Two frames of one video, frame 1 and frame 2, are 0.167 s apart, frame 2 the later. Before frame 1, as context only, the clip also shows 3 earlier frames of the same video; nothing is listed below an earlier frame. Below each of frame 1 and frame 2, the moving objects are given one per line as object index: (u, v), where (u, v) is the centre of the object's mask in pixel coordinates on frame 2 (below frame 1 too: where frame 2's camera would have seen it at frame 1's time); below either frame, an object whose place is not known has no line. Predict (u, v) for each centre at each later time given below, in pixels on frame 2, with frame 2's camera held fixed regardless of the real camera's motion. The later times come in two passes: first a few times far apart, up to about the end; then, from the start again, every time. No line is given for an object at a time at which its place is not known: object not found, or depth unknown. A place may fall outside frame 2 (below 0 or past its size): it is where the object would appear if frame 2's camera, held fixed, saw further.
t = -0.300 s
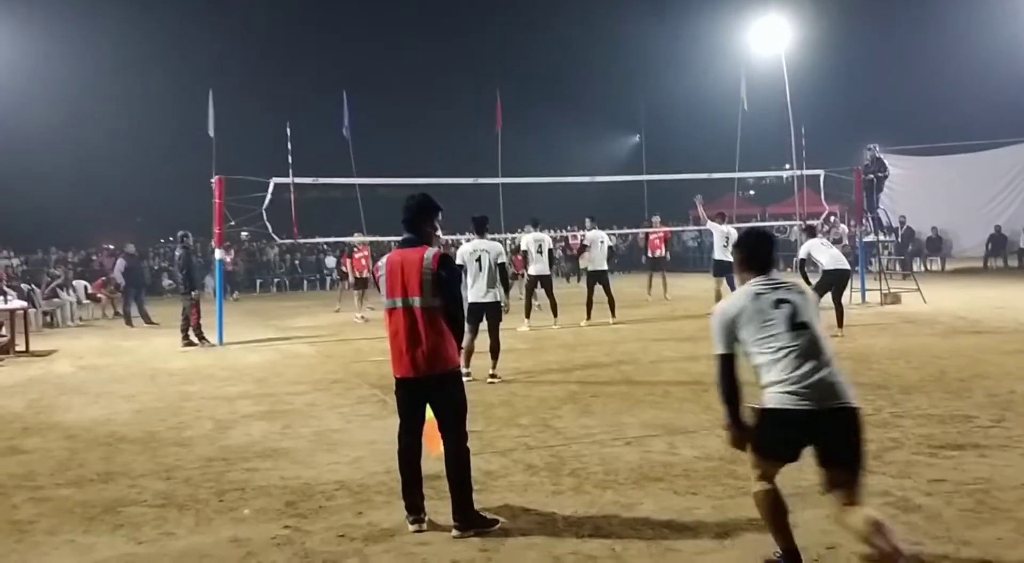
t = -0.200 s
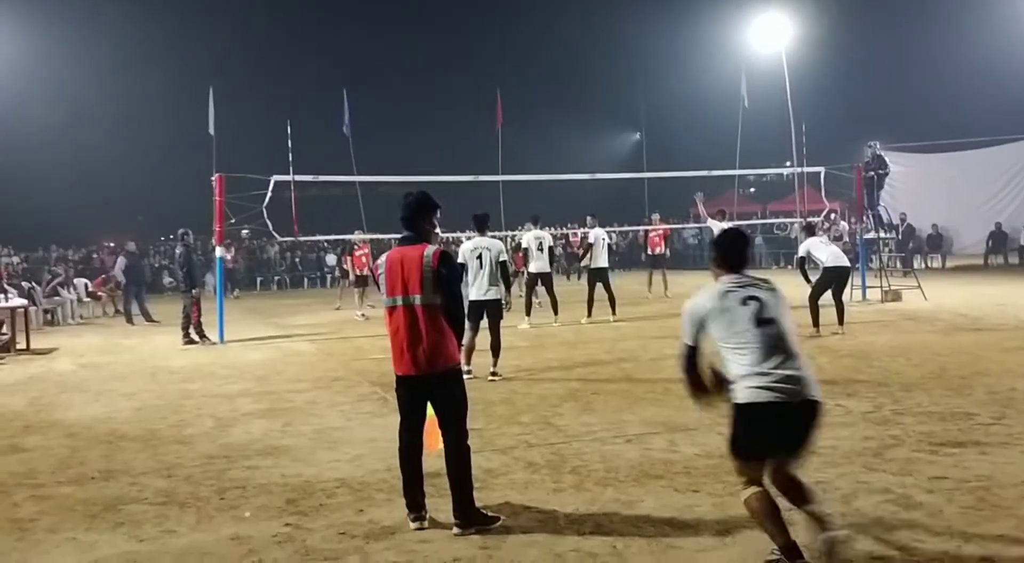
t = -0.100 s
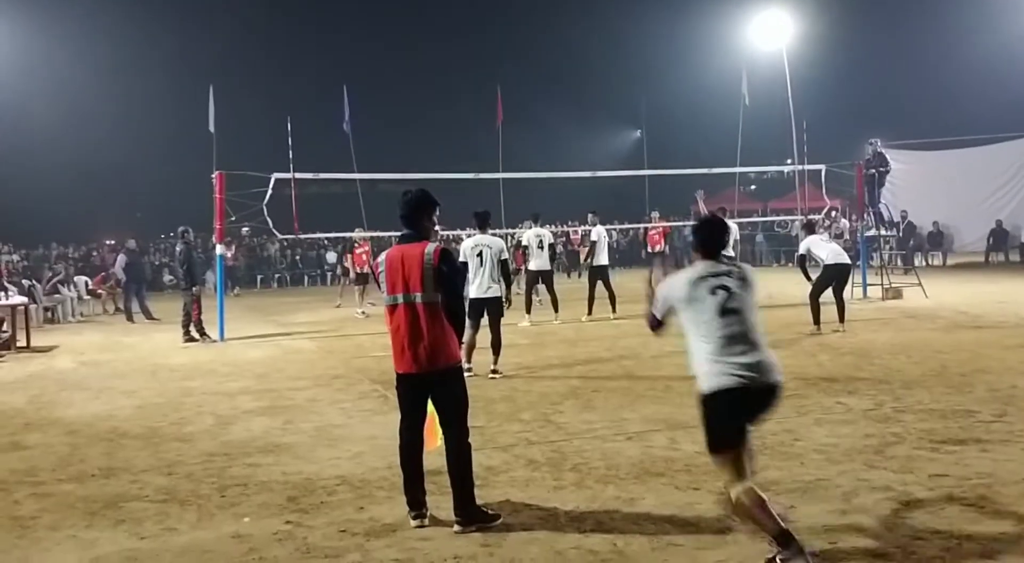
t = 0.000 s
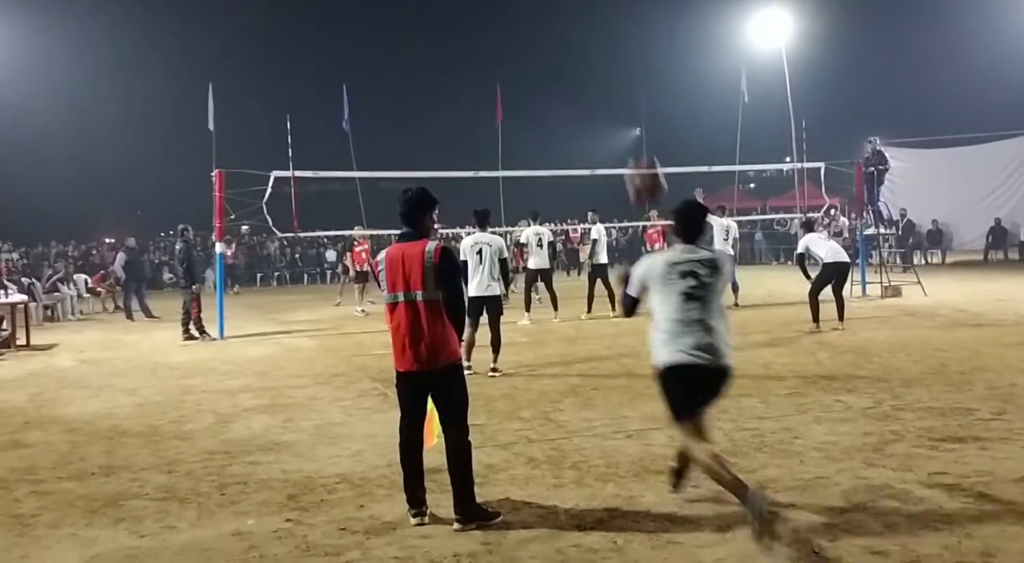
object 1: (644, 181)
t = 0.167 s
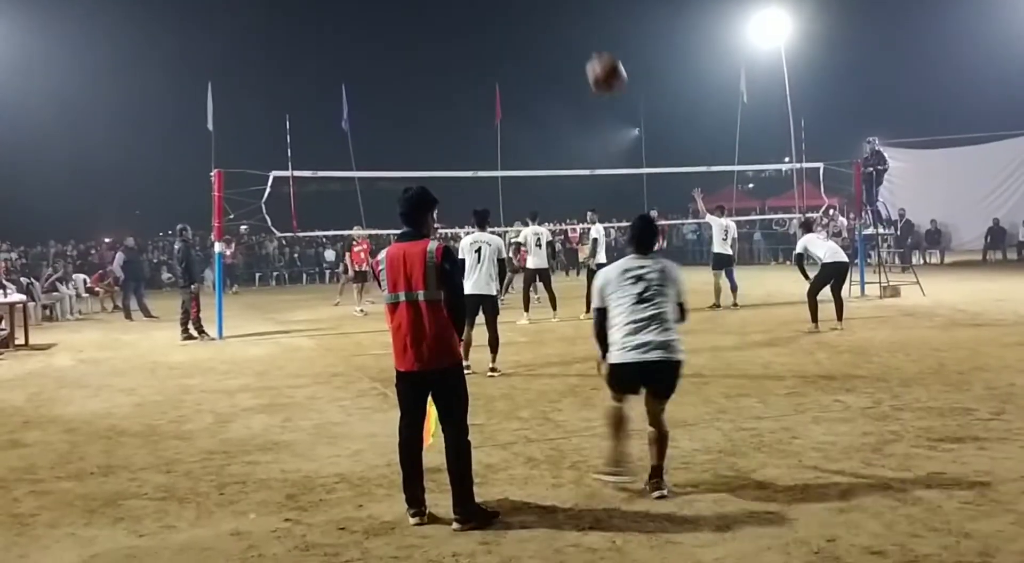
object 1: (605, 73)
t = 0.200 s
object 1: (598, 58)
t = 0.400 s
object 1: (559, 15)
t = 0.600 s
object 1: (526, 35)
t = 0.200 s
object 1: (598, 58)
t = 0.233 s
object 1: (591, 47)
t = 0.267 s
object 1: (584, 36)
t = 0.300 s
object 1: (578, 27)
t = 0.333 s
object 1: (571, 21)
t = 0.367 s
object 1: (565, 17)
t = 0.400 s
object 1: (559, 15)
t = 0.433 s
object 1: (553, 13)
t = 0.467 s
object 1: (547, 15)
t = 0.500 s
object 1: (542, 17)
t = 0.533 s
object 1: (536, 22)
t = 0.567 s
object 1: (531, 28)
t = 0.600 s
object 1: (526, 35)
